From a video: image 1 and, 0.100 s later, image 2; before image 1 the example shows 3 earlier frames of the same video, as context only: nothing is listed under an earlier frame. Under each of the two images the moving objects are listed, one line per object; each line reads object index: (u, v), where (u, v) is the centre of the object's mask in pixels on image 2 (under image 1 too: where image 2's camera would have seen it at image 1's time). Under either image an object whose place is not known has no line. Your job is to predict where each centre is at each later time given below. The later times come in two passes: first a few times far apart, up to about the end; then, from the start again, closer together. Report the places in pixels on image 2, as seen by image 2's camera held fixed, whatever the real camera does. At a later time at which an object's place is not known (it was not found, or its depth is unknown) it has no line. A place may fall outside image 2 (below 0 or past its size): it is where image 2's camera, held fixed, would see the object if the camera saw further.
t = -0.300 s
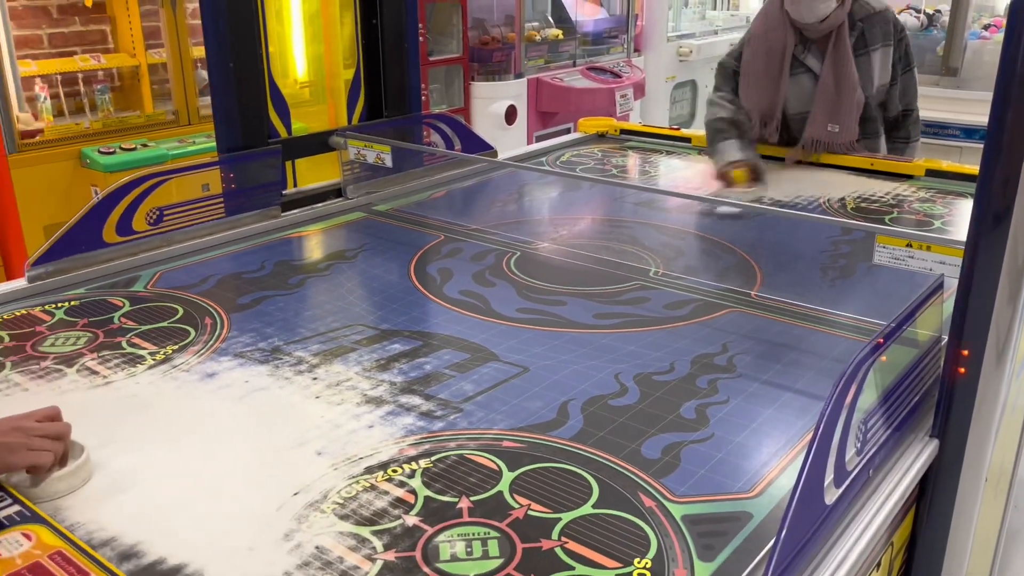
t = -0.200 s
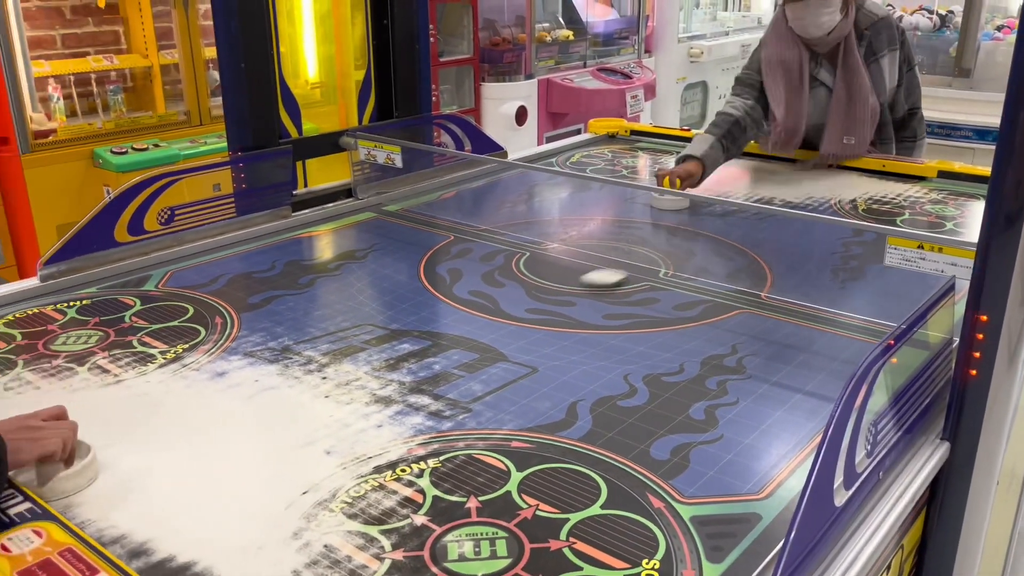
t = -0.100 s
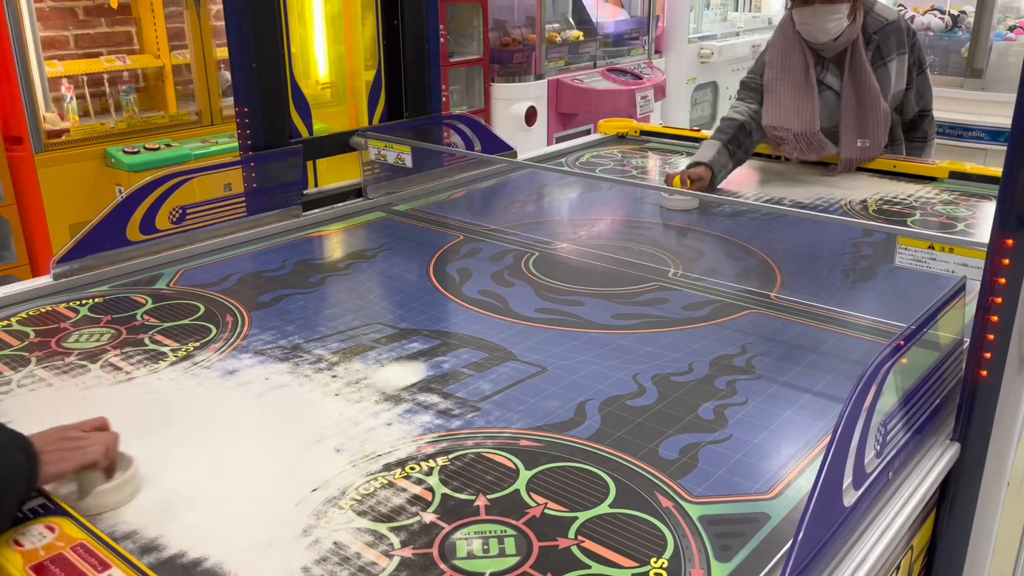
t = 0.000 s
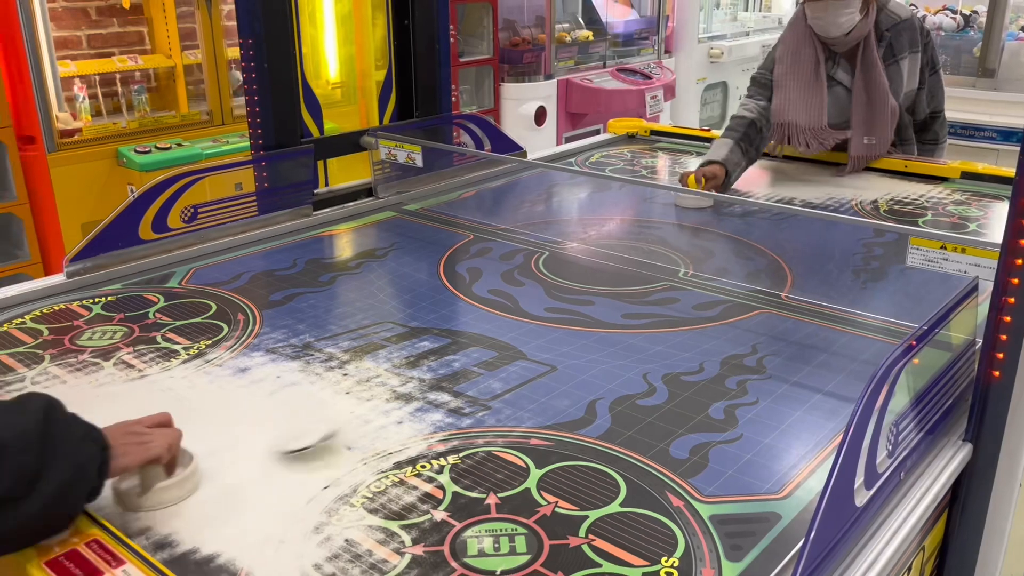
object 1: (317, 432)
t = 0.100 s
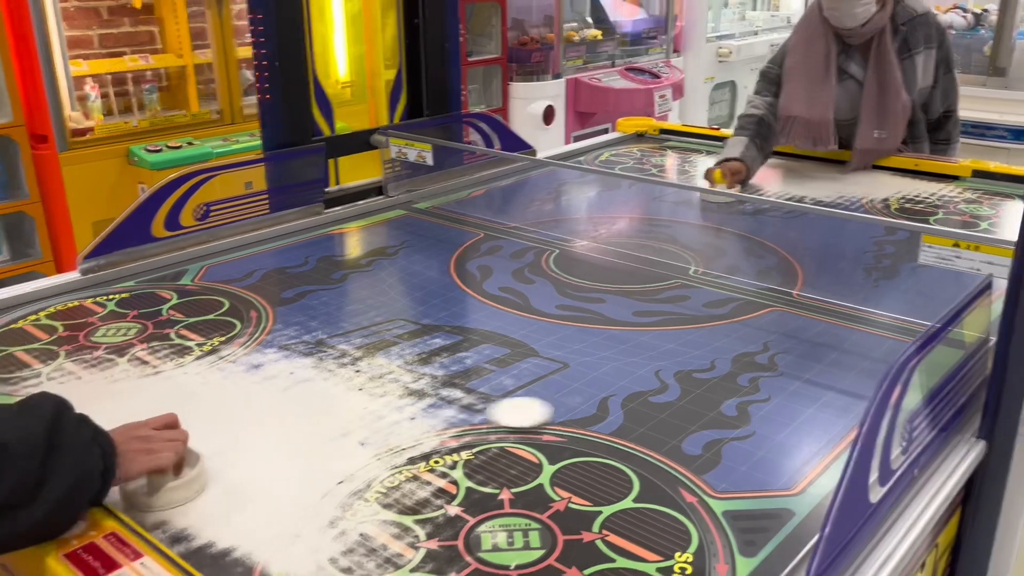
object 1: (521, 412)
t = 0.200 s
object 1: (686, 388)
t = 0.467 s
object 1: (925, 322)
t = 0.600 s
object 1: (914, 284)
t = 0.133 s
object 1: (577, 402)
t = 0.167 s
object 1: (631, 393)
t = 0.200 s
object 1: (686, 388)
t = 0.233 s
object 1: (736, 382)
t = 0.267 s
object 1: (782, 374)
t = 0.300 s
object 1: (827, 369)
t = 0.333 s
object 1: (867, 362)
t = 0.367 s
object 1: (892, 352)
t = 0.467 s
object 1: (925, 322)
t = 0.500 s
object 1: (925, 312)
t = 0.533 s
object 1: (925, 303)
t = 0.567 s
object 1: (920, 293)
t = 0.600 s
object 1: (914, 284)
